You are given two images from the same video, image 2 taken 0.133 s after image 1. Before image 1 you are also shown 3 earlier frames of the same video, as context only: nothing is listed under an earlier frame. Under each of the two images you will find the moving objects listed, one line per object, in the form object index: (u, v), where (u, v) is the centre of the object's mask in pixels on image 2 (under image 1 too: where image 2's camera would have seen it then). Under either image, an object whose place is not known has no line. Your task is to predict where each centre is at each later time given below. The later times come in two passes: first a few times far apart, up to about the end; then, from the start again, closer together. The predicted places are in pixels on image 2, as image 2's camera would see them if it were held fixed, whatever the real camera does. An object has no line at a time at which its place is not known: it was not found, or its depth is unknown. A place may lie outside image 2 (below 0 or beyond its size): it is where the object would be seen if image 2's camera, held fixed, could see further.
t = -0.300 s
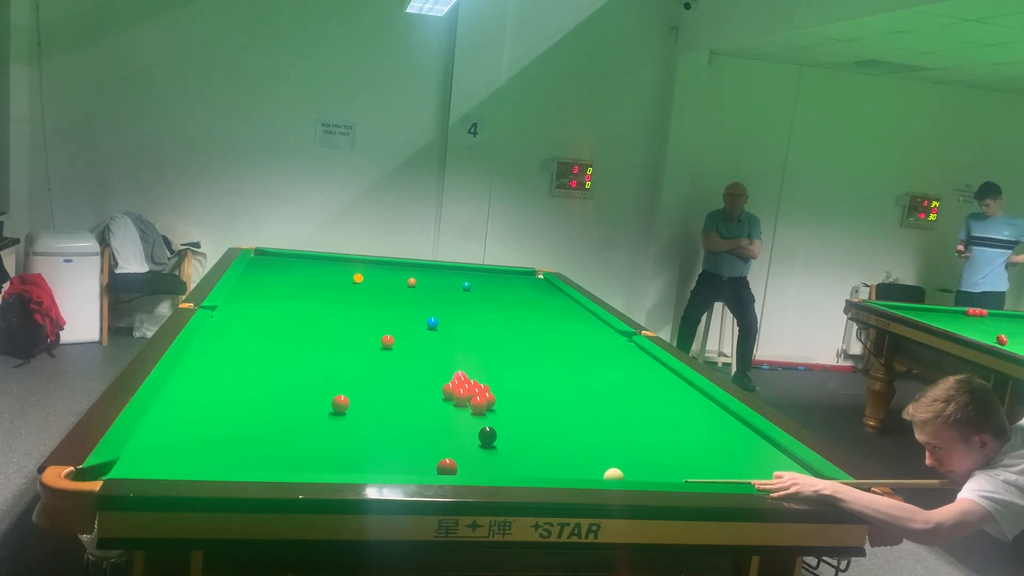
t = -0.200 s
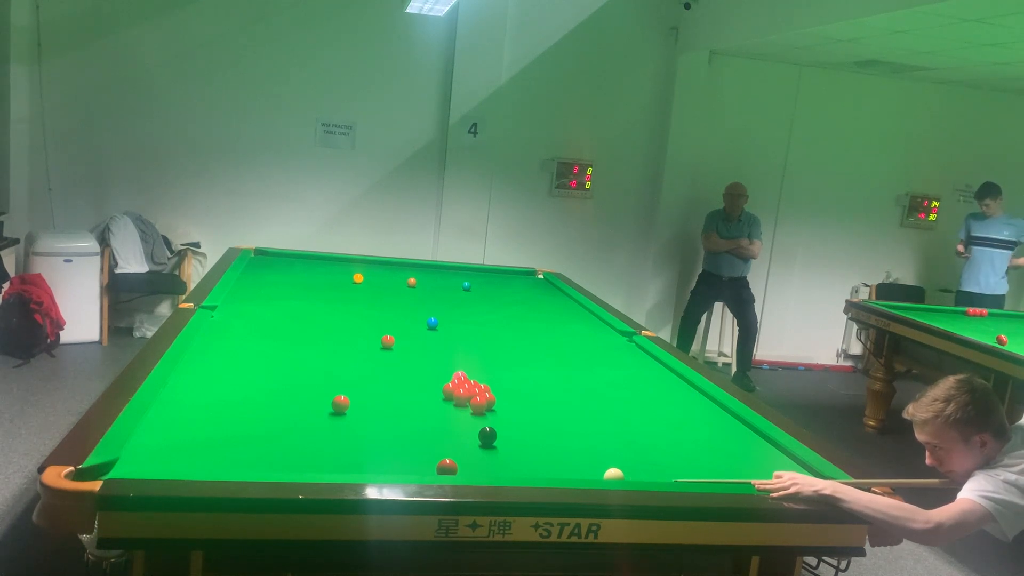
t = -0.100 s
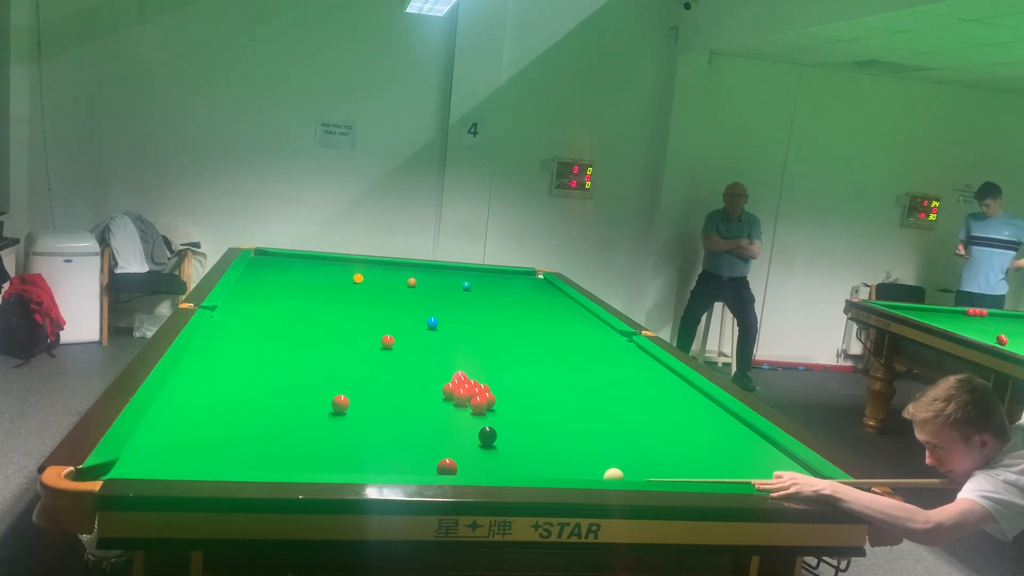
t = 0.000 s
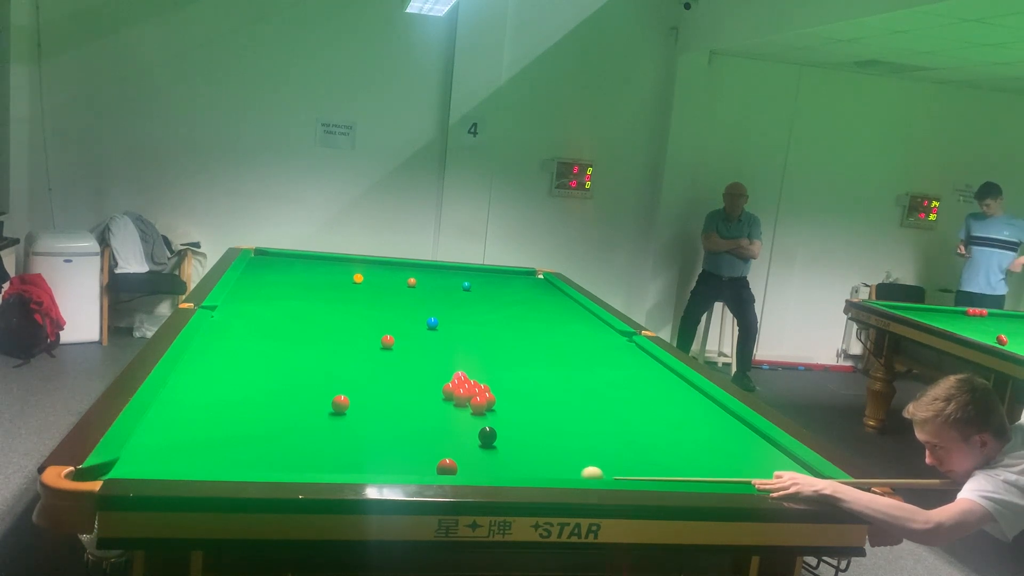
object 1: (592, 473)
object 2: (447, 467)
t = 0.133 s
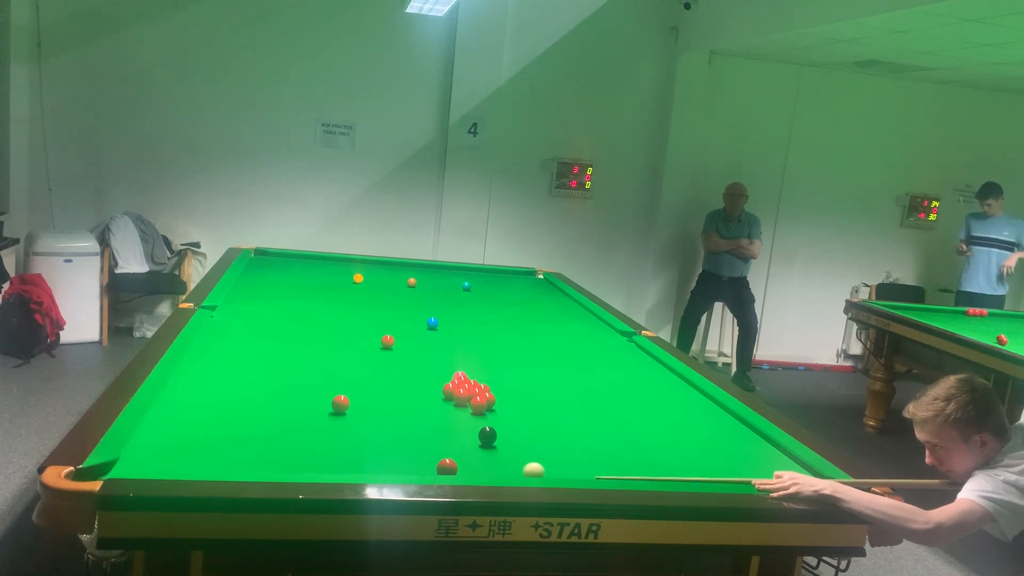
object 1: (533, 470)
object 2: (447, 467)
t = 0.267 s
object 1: (484, 468)
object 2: (447, 467)
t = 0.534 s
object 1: (450, 464)
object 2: (387, 466)
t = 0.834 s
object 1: (424, 459)
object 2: (317, 466)
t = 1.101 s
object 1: (402, 454)
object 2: (255, 466)
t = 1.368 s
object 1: (383, 449)
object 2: (194, 465)
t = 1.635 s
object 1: (366, 446)
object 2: (135, 464)
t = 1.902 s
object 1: (351, 442)
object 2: (119, 469)
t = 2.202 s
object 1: (337, 439)
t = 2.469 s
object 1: (327, 437)
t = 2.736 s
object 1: (318, 435)
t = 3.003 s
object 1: (312, 433)
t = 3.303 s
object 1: (306, 432)
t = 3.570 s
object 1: (304, 432)
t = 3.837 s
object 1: (303, 432)
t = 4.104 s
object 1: (303, 432)
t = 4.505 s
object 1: (310, 429)
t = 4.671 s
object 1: (304, 431)
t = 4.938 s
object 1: (303, 431)
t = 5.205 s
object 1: (303, 431)
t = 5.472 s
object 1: (303, 431)
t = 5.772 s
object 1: (303, 432)
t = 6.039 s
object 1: (303, 431)
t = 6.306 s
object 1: (303, 432)
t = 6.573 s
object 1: (303, 432)
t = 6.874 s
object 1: (303, 431)
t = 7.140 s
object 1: (303, 431)
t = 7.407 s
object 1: (303, 432)
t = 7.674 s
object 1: (303, 432)
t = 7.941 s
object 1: (303, 432)
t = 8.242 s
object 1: (303, 432)
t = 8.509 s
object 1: (303, 432)
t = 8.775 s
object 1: (303, 432)
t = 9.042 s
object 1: (303, 432)
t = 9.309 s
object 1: (303, 432)
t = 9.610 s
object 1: (303, 432)
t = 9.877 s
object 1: (303, 432)
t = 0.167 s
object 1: (521, 469)
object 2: (447, 467)
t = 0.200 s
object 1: (509, 469)
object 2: (446, 467)
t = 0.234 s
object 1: (497, 468)
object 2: (447, 467)
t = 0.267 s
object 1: (484, 468)
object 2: (447, 467)
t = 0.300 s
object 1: (473, 467)
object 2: (447, 467)
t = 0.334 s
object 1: (467, 467)
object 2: (440, 467)
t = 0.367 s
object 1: (466, 466)
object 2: (429, 467)
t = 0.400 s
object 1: (463, 466)
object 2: (420, 467)
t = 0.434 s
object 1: (460, 465)
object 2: (411, 467)
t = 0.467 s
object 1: (457, 465)
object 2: (402, 467)
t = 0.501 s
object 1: (453, 464)
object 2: (395, 467)
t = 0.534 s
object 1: (450, 464)
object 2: (387, 466)
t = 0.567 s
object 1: (447, 464)
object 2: (379, 466)
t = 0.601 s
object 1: (444, 463)
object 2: (371, 466)
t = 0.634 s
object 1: (441, 463)
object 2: (364, 466)
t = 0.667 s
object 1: (438, 462)
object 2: (356, 466)
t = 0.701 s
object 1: (435, 462)
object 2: (348, 466)
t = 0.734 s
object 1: (432, 461)
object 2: (340, 466)
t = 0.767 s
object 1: (429, 460)
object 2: (333, 466)
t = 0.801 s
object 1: (426, 459)
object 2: (325, 466)
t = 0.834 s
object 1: (424, 459)
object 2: (317, 466)
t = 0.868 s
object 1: (421, 458)
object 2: (309, 466)
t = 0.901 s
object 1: (418, 457)
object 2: (301, 466)
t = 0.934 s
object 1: (415, 457)
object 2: (294, 466)
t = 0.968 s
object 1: (413, 456)
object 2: (286, 466)
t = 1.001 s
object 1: (410, 456)
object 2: (278, 466)
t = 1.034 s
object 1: (407, 455)
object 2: (270, 466)
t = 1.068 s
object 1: (405, 454)
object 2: (262, 466)
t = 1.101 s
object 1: (402, 454)
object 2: (255, 466)
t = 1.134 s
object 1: (400, 453)
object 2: (247, 466)
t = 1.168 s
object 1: (397, 452)
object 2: (239, 466)
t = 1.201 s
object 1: (395, 452)
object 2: (232, 466)
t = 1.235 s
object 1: (392, 451)
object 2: (224, 465)
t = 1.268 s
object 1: (390, 451)
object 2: (217, 465)
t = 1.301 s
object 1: (388, 451)
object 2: (209, 465)
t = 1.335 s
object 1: (385, 450)
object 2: (201, 465)
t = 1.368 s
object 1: (383, 449)
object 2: (194, 465)
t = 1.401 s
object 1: (381, 449)
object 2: (186, 465)
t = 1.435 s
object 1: (379, 448)
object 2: (179, 465)
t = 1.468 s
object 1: (377, 448)
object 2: (172, 464)
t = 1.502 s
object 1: (374, 448)
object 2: (164, 464)
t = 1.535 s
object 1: (372, 447)
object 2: (157, 464)
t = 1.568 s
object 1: (370, 447)
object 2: (150, 464)
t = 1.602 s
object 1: (368, 446)
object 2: (142, 464)
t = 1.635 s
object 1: (366, 446)
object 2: (135, 464)
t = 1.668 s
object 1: (364, 445)
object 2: (128, 465)
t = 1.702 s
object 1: (362, 445)
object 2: (121, 465)
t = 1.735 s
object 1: (360, 444)
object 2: (117, 466)
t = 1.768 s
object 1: (358, 444)
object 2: (118, 467)
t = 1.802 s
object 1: (357, 444)
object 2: (119, 467)
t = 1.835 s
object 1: (355, 443)
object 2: (119, 468)
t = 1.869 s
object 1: (353, 443)
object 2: (119, 469)
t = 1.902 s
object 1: (351, 442)
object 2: (119, 469)
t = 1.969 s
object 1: (348, 442)
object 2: (114, 470)
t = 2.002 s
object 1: (346, 441)
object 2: (109, 471)
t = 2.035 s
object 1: (345, 441)
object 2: (105, 473)
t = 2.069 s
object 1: (343, 441)
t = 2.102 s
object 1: (341, 441)
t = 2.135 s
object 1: (340, 440)
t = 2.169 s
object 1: (338, 440)
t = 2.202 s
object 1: (337, 439)
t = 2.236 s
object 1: (336, 439)
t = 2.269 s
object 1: (334, 439)
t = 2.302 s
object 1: (333, 438)
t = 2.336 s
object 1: (331, 438)
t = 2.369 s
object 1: (330, 438)
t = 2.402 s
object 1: (329, 438)
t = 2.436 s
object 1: (328, 437)
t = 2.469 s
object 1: (327, 437)
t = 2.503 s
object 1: (325, 437)
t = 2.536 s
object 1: (324, 437)
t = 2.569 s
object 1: (323, 436)
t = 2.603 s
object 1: (322, 436)
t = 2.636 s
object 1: (321, 436)
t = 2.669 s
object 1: (320, 436)
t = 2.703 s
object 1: (319, 436)
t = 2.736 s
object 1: (318, 435)
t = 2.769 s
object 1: (317, 435)
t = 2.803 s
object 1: (316, 435)
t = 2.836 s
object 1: (316, 435)
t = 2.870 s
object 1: (315, 434)
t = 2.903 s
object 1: (314, 434)
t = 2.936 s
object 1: (313, 434)
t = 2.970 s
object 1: (312, 433)
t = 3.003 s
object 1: (312, 433)
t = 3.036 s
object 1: (311, 433)
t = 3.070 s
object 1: (310, 433)
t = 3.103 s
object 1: (310, 433)
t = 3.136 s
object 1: (309, 433)
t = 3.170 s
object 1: (308, 433)
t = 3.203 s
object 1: (308, 433)
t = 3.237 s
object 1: (307, 432)
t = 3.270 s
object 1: (307, 432)
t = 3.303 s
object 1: (306, 432)
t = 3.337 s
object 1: (306, 432)
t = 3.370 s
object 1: (306, 432)
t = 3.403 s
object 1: (305, 432)
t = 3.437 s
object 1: (305, 432)
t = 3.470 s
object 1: (305, 432)
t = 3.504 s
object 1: (305, 432)
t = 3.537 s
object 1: (304, 432)
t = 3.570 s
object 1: (304, 432)
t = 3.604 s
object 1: (304, 432)
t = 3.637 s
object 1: (304, 432)
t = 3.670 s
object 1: (304, 432)
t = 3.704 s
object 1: (303, 432)
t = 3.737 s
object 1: (303, 432)
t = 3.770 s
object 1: (303, 431)
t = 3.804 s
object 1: (303, 431)
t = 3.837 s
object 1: (303, 432)
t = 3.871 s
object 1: (303, 432)
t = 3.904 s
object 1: (303, 432)
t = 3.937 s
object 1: (303, 432)
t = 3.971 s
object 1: (303, 432)
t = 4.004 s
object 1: (303, 432)
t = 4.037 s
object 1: (303, 432)
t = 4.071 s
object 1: (303, 432)
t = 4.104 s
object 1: (303, 432)
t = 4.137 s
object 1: (303, 432)
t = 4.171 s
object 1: (304, 432)
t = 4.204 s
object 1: (304, 432)
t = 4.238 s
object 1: (304, 432)
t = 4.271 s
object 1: (302, 431)
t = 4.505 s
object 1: (310, 429)
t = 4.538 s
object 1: (304, 431)
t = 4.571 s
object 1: (304, 431)
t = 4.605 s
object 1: (304, 432)
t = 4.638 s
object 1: (304, 432)
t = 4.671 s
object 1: (304, 431)
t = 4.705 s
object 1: (303, 431)
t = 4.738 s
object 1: (303, 431)
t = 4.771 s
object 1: (303, 432)
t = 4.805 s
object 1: (303, 432)
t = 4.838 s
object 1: (303, 432)
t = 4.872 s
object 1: (303, 432)
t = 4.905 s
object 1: (303, 432)
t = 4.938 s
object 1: (303, 431)
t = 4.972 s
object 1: (303, 432)
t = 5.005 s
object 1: (303, 432)
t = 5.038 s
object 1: (303, 432)
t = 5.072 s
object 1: (303, 431)
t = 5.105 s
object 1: (303, 431)
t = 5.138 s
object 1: (303, 431)
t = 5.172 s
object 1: (303, 431)
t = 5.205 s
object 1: (303, 431)
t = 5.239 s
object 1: (303, 431)
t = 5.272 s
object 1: (303, 431)
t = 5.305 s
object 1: (303, 431)
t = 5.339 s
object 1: (304, 431)
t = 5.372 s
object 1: (303, 431)
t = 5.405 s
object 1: (304, 431)
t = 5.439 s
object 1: (303, 431)
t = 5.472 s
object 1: (303, 431)
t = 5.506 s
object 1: (303, 431)
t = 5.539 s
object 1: (303, 431)
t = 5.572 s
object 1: (304, 431)
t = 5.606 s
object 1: (303, 431)
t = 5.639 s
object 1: (303, 431)
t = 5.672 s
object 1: (303, 431)
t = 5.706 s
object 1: (303, 431)
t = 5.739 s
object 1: (303, 431)
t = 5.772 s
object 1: (303, 432)
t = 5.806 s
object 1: (303, 431)
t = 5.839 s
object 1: (303, 431)
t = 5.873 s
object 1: (303, 431)
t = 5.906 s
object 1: (303, 431)
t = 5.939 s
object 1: (303, 431)
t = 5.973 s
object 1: (303, 432)
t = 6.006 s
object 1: (303, 431)
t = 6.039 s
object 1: (303, 431)
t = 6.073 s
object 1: (303, 431)
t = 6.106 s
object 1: (303, 431)
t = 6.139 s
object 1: (303, 432)
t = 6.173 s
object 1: (303, 431)
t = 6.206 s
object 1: (303, 432)
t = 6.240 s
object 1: (303, 431)
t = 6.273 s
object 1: (303, 432)
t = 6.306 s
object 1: (303, 432)
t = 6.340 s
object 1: (303, 432)
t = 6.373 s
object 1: (303, 432)
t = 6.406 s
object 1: (303, 432)
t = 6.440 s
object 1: (303, 432)
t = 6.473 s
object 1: (303, 432)
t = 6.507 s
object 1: (303, 432)
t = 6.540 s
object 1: (303, 431)
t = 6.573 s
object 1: (303, 432)
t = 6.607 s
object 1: (303, 432)
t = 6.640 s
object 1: (303, 432)
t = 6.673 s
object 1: (303, 432)
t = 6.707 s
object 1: (303, 432)
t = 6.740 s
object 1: (303, 432)
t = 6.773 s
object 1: (303, 431)
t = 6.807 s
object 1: (303, 431)
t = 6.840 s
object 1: (303, 431)
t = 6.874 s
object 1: (303, 431)
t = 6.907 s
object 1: (303, 431)
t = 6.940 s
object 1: (303, 432)
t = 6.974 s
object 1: (303, 432)
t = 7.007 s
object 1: (303, 431)
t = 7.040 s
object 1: (303, 431)
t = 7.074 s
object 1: (303, 431)
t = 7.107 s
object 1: (303, 431)
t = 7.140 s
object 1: (303, 431)
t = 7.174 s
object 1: (303, 431)
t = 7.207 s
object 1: (303, 431)
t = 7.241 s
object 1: (303, 431)
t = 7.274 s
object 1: (303, 431)
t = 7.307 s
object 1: (303, 432)
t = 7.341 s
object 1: (303, 432)
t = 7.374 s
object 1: (303, 432)
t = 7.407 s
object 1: (303, 432)
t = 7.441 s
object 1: (303, 432)
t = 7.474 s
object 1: (303, 432)
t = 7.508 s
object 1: (303, 432)
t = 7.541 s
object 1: (303, 432)
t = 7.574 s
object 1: (303, 432)
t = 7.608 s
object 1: (303, 432)
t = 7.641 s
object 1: (303, 432)
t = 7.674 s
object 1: (303, 432)
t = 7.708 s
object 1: (303, 432)
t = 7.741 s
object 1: (303, 432)
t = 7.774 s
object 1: (303, 432)
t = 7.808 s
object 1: (303, 432)
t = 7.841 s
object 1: (303, 432)
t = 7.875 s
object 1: (303, 432)
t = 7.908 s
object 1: (303, 432)
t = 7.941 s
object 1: (303, 432)
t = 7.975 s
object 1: (303, 432)
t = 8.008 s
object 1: (303, 432)
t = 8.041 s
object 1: (303, 432)
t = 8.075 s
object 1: (303, 432)
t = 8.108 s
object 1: (303, 432)
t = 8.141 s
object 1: (303, 432)
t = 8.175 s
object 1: (303, 432)
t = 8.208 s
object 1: (303, 432)
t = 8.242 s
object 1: (303, 432)
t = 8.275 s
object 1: (303, 432)
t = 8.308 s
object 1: (303, 432)
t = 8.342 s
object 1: (303, 432)
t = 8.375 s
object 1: (303, 432)
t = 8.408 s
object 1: (303, 432)
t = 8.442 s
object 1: (303, 432)
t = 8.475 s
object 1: (303, 432)
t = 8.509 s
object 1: (303, 432)
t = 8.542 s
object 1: (303, 432)
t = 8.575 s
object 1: (303, 432)
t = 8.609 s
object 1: (303, 432)
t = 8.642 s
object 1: (303, 432)
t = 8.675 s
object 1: (303, 432)
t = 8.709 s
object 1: (303, 432)
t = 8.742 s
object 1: (303, 432)
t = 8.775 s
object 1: (303, 432)
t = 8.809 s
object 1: (303, 432)
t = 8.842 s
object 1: (303, 432)
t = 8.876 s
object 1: (303, 432)
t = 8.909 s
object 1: (303, 432)
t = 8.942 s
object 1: (304, 432)
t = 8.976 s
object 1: (303, 432)
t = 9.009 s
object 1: (303, 432)
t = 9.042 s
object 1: (303, 432)
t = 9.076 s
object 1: (303, 432)
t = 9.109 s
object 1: (303, 432)
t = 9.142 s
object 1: (303, 432)
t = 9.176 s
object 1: (303, 432)
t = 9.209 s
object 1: (303, 432)
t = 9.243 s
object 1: (303, 432)
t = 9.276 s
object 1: (303, 432)
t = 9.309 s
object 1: (303, 432)
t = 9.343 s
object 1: (303, 432)
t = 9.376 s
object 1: (303, 432)
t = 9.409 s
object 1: (303, 432)
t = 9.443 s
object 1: (303, 432)
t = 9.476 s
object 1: (303, 432)
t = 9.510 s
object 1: (303, 432)
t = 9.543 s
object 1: (303, 432)
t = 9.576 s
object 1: (303, 432)
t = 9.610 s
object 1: (303, 432)
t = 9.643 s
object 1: (303, 432)
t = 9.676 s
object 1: (303, 432)
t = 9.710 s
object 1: (303, 432)
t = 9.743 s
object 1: (303, 432)
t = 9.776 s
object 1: (303, 432)
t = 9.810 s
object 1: (303, 432)
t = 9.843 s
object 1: (303, 432)
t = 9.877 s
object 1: (303, 432)
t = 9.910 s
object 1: (303, 432)
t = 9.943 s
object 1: (303, 432)
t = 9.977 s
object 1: (303, 432)
